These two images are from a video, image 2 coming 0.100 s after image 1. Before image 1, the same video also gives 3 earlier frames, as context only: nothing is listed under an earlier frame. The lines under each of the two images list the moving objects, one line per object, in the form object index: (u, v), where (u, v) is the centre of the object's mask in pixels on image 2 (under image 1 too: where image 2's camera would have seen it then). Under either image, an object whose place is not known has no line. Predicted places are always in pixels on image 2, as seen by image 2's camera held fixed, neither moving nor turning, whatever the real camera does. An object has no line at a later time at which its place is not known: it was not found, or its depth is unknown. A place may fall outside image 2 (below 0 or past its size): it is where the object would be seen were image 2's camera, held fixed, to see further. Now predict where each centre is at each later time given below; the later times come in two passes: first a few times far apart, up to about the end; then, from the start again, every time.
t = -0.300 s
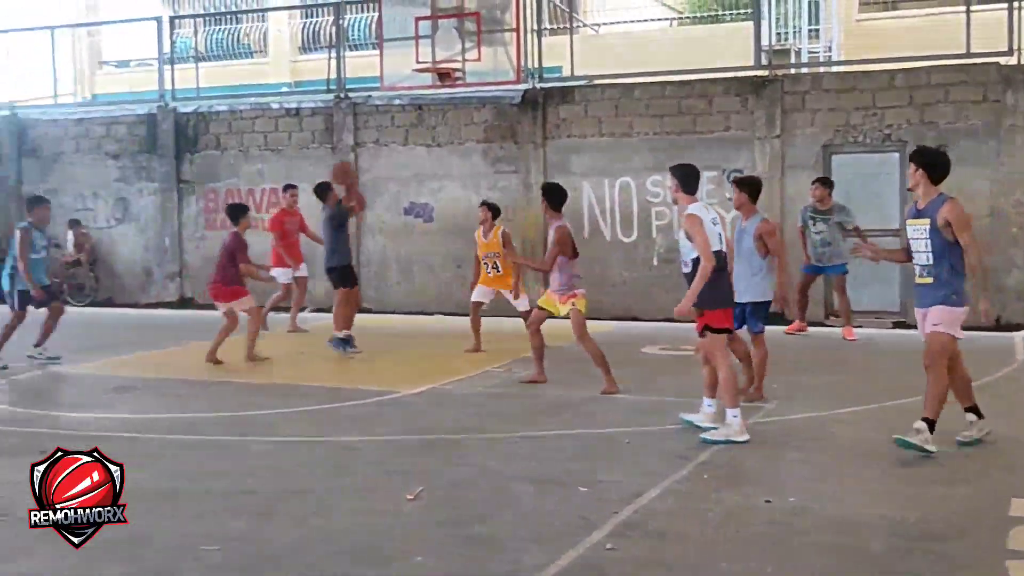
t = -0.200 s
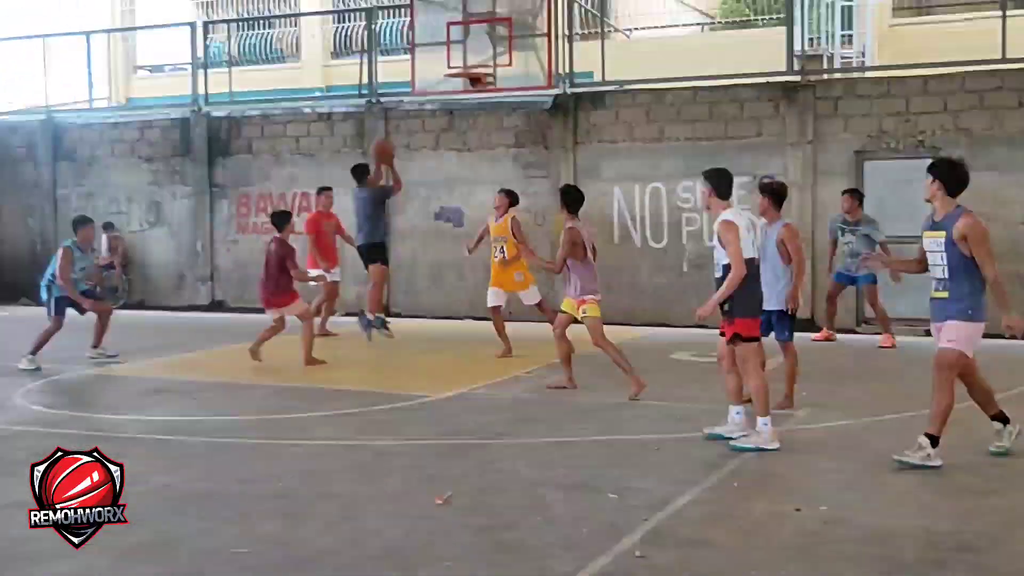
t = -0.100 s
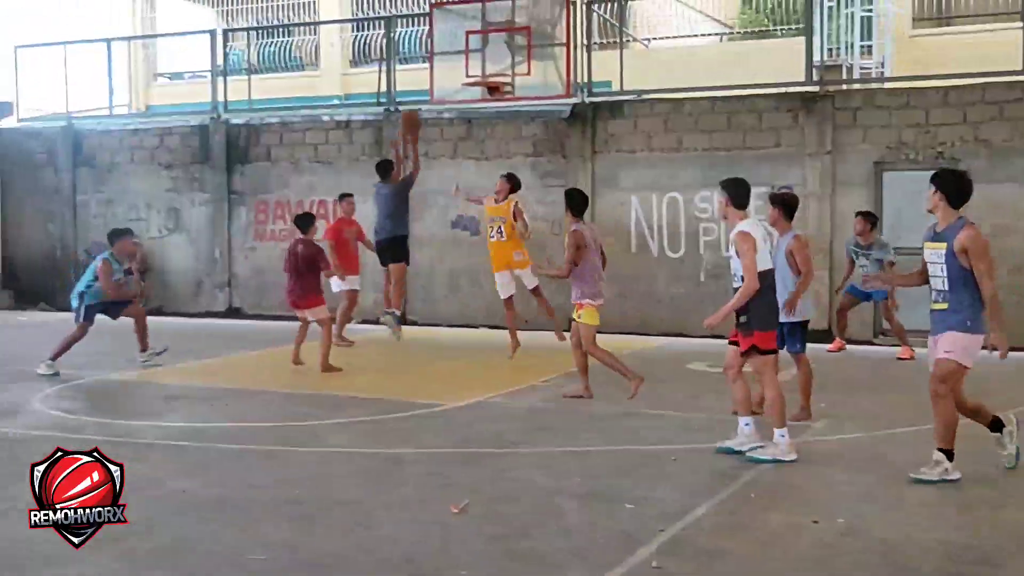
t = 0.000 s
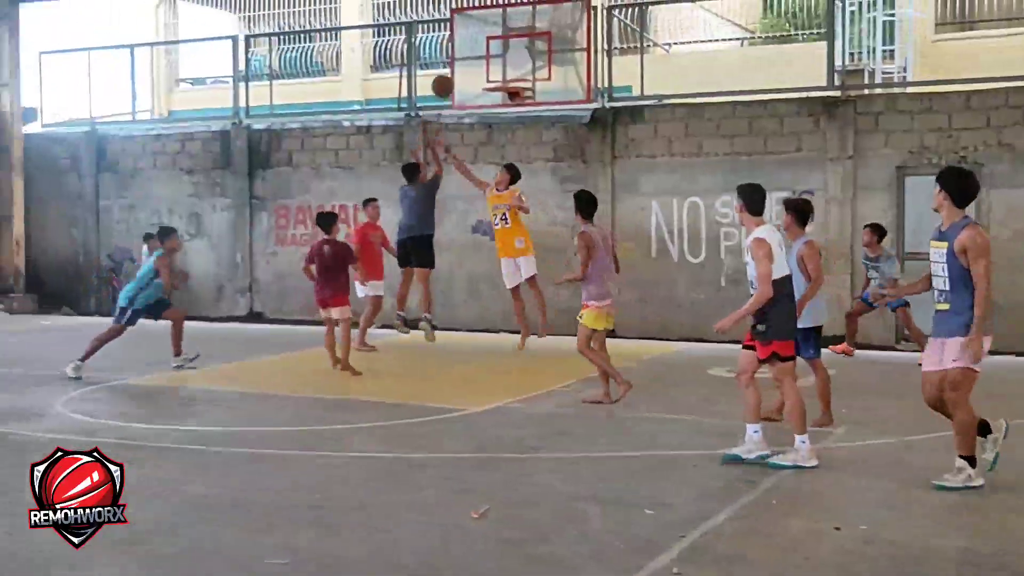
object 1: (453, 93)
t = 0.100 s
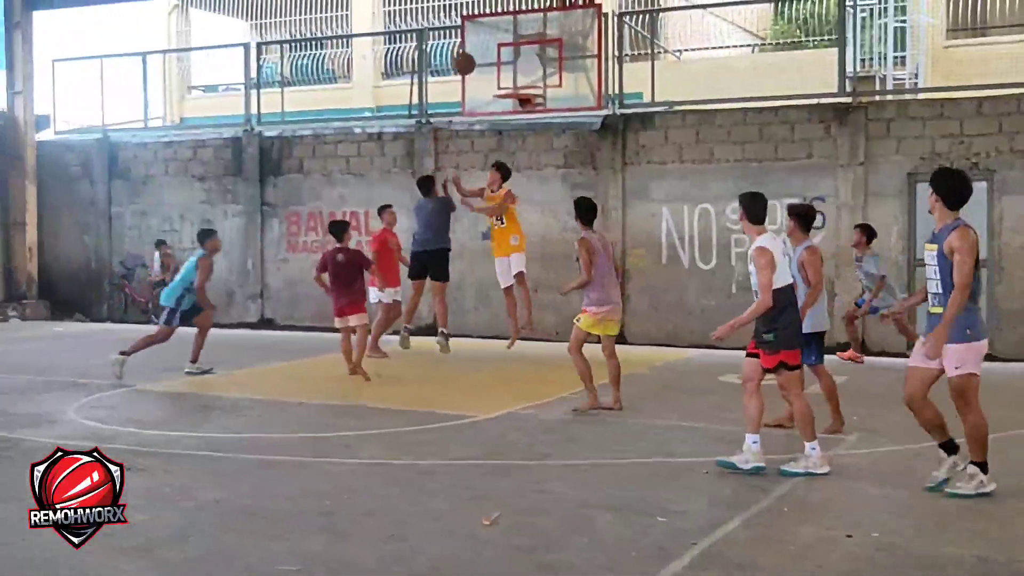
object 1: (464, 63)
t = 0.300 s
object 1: (485, 35)
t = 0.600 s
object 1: (514, 61)
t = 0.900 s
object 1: (488, 122)
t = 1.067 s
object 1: (455, 173)
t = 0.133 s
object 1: (467, 56)
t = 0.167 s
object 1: (471, 50)
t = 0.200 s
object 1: (474, 45)
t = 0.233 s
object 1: (478, 41)
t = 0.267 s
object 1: (481, 37)
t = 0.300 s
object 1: (485, 35)
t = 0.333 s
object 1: (488, 34)
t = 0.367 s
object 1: (492, 34)
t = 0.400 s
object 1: (495, 35)
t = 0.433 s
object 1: (498, 37)
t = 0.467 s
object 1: (501, 41)
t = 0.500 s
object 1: (504, 44)
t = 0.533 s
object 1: (508, 50)
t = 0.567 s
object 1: (511, 55)
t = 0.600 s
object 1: (514, 61)
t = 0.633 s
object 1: (517, 68)
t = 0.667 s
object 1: (520, 78)
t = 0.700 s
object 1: (523, 85)
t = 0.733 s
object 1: (522, 93)
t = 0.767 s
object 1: (515, 97)
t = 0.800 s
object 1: (509, 103)
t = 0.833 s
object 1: (502, 108)
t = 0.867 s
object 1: (495, 114)
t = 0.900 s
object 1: (488, 122)
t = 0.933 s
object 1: (481, 130)
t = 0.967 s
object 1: (475, 140)
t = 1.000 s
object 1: (468, 150)
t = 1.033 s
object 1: (462, 161)
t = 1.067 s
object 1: (455, 173)
